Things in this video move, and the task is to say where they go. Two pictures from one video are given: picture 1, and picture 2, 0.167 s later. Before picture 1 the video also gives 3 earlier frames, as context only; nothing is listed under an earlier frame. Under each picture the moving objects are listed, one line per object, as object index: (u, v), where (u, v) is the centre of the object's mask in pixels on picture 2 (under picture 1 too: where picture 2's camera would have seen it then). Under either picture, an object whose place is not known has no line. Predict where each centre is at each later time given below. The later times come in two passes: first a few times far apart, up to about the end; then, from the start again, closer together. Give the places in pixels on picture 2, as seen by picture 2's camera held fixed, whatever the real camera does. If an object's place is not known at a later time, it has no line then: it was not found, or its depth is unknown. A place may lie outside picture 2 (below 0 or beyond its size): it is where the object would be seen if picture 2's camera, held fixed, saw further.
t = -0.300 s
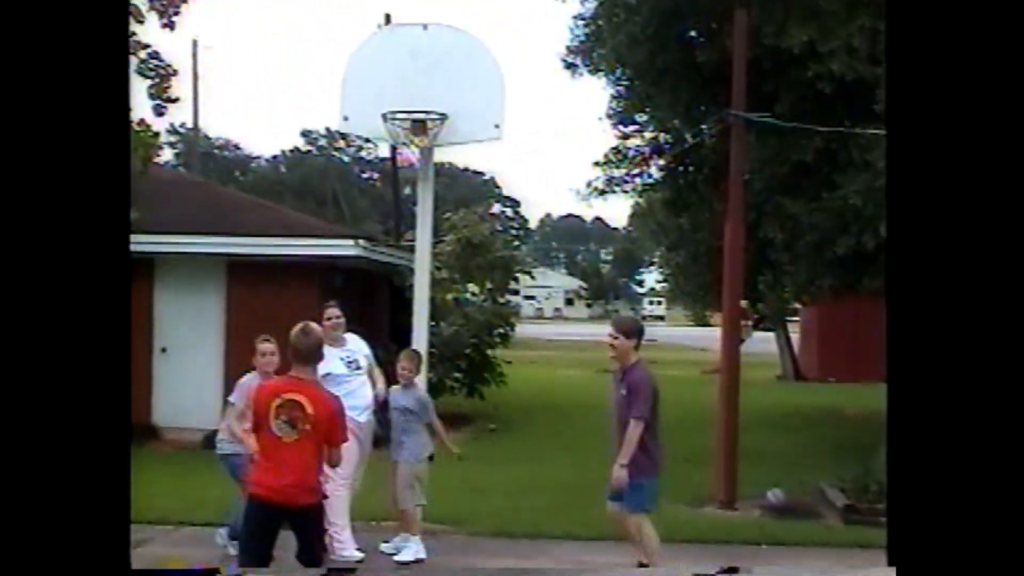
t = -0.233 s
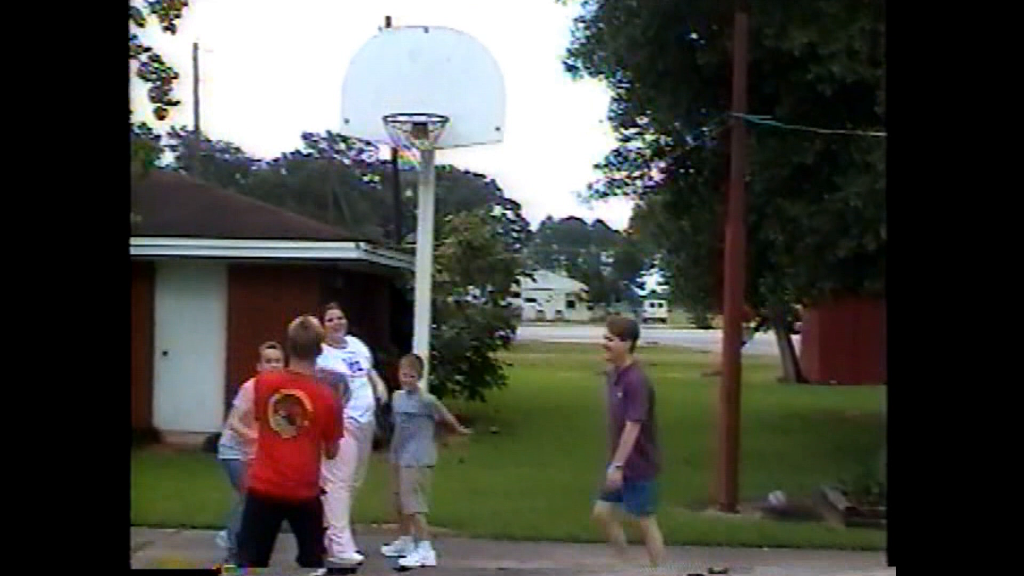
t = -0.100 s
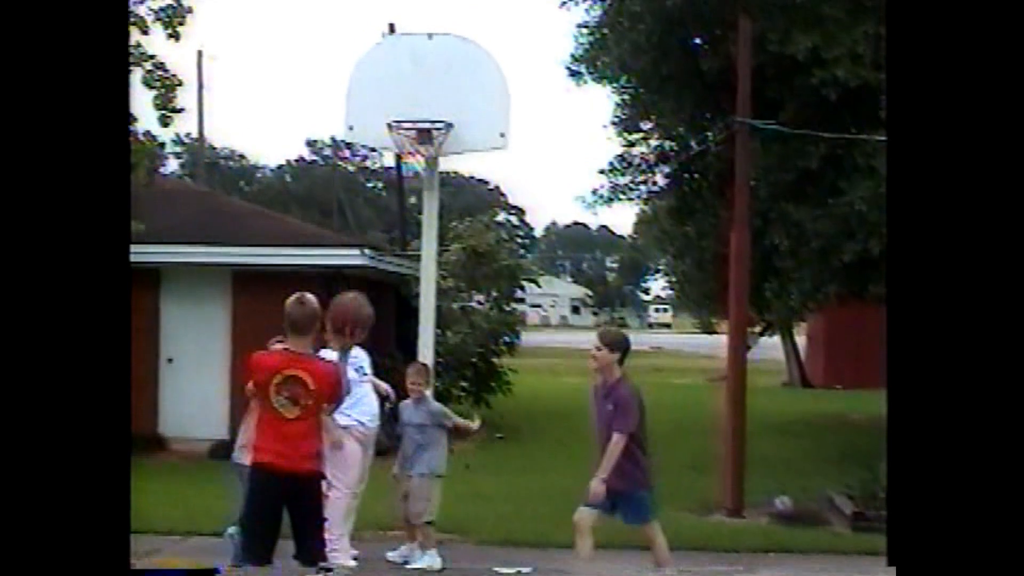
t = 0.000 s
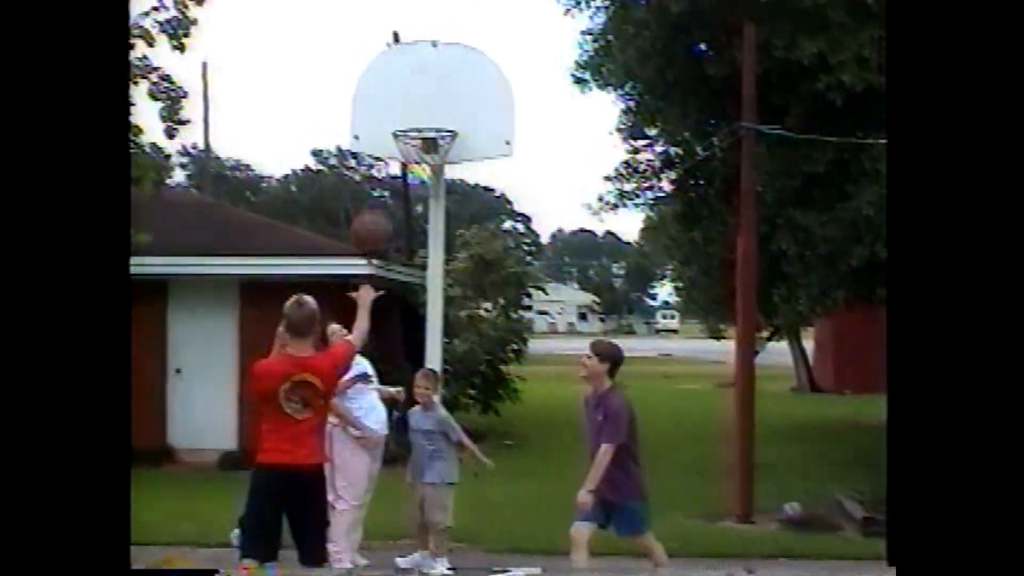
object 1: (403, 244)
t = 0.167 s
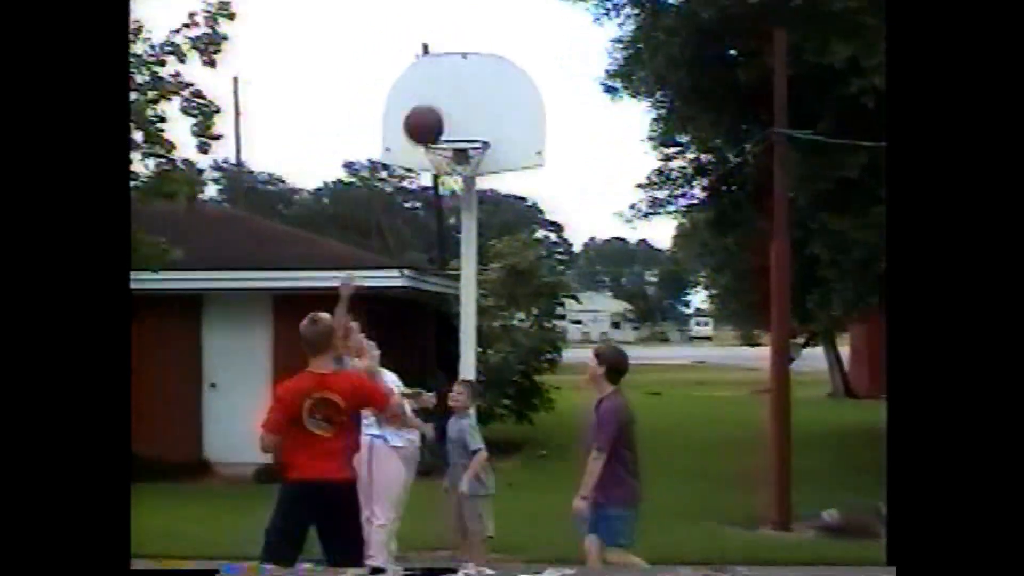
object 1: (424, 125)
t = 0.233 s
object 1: (432, 94)
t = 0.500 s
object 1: (459, 51)
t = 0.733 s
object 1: (480, 100)
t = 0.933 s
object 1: (491, 109)
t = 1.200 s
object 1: (493, 112)
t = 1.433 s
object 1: (509, 147)
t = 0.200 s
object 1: (428, 109)
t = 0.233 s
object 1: (432, 94)
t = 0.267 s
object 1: (435, 82)
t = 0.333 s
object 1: (442, 63)
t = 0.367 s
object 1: (446, 57)
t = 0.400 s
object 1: (449, 53)
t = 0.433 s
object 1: (453, 50)
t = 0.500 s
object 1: (459, 51)
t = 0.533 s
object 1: (462, 54)
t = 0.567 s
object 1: (466, 58)
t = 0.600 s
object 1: (469, 63)
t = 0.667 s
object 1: (474, 79)
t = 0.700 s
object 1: (478, 89)
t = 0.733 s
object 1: (480, 100)
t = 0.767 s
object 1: (483, 113)
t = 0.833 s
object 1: (488, 124)
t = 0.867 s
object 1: (490, 118)
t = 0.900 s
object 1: (491, 113)
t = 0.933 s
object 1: (491, 109)
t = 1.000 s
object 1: (492, 100)
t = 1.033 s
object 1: (492, 98)
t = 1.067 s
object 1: (492, 98)
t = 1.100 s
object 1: (493, 99)
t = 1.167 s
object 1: (493, 106)
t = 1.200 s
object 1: (493, 112)
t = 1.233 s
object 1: (494, 119)
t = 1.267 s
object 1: (494, 126)
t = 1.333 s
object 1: (500, 130)
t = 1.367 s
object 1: (503, 134)
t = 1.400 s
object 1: (506, 140)
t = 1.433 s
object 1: (509, 147)
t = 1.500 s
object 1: (515, 166)
